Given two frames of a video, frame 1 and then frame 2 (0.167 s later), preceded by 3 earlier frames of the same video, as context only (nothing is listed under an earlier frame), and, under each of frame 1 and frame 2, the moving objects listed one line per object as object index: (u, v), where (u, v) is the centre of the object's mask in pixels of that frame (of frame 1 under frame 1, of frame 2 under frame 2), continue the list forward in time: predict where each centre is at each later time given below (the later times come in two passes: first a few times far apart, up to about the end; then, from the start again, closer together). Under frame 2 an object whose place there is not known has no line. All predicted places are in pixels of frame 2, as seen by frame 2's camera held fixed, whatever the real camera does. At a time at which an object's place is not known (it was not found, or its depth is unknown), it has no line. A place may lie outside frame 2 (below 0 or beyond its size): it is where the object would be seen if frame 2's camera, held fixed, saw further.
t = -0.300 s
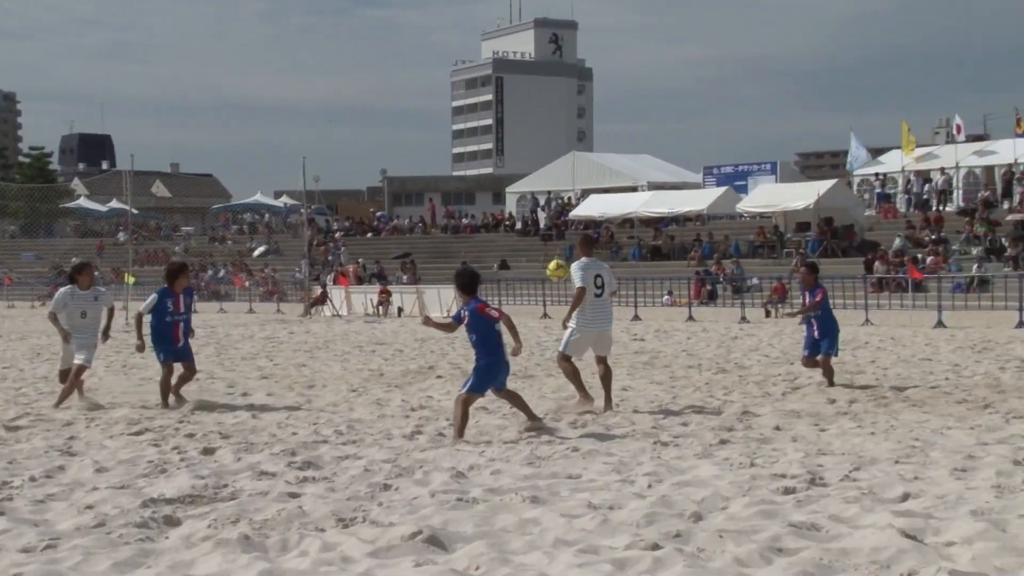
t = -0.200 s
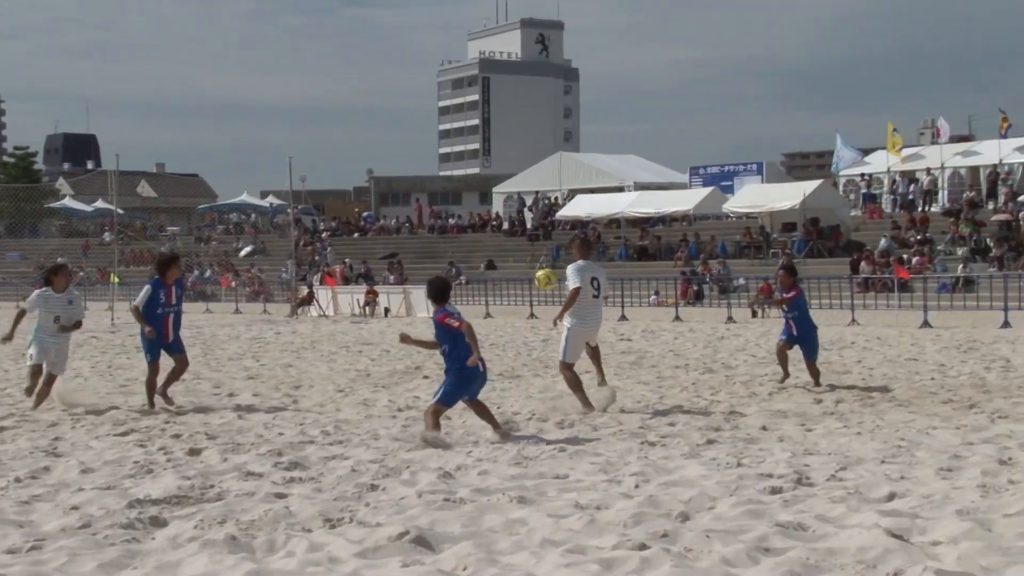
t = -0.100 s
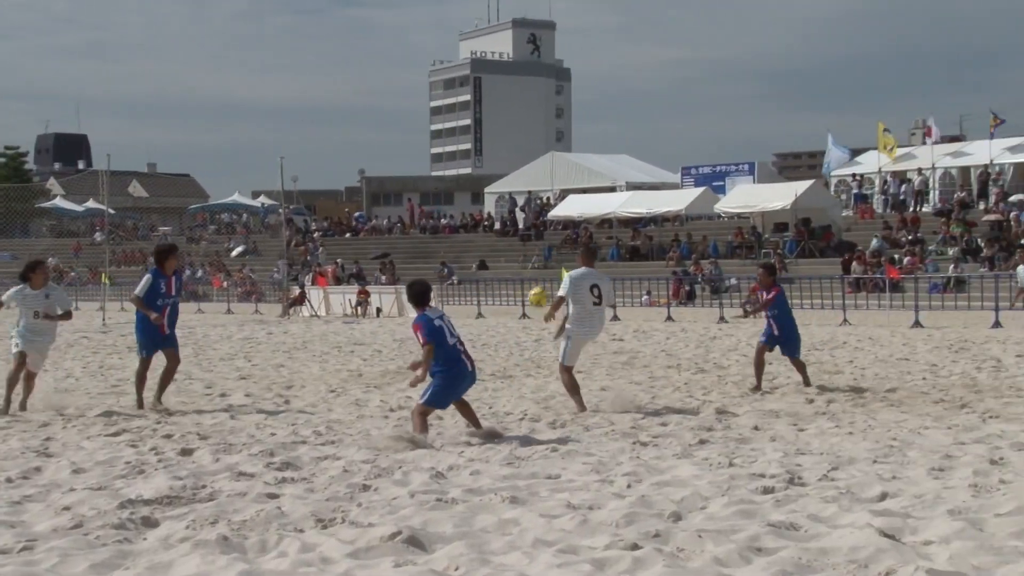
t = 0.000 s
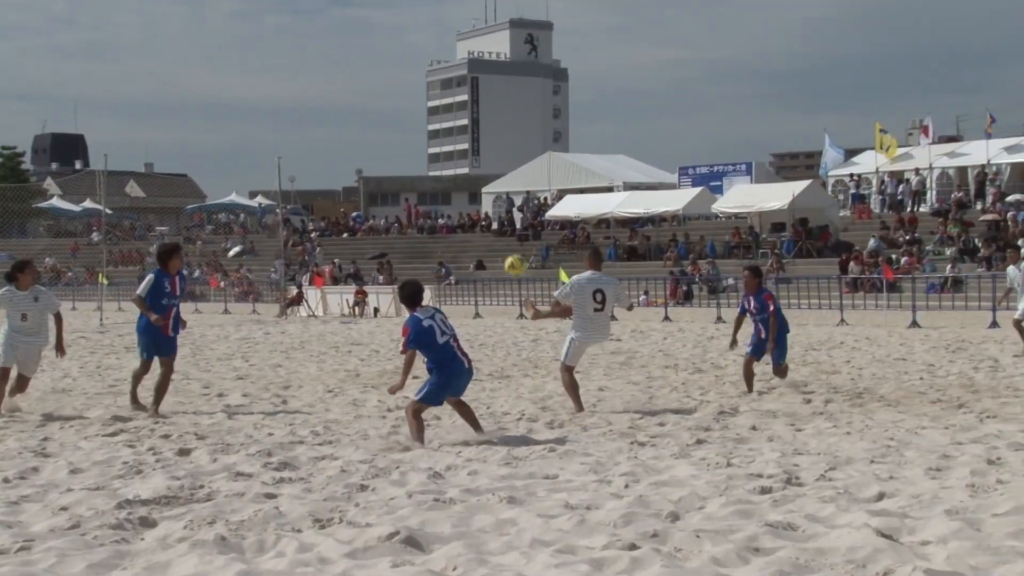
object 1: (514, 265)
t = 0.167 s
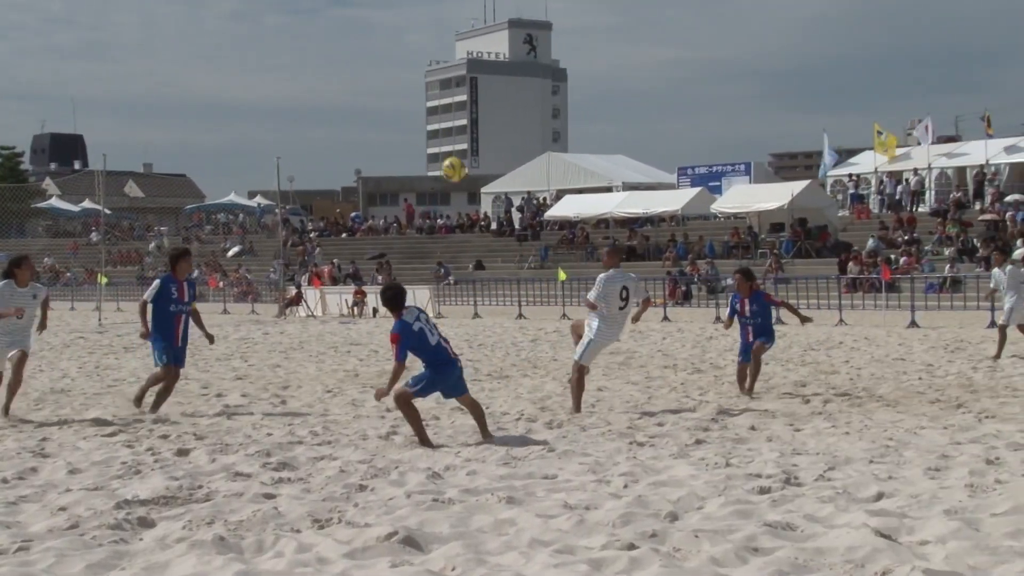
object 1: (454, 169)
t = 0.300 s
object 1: (399, 106)
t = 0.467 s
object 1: (324, 50)
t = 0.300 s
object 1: (399, 106)
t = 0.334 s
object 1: (385, 92)
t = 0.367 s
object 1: (370, 79)
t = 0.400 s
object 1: (355, 67)
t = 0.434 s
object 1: (339, 58)
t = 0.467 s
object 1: (324, 50)
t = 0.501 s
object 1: (307, 43)
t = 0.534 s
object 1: (291, 39)
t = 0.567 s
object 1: (273, 34)
